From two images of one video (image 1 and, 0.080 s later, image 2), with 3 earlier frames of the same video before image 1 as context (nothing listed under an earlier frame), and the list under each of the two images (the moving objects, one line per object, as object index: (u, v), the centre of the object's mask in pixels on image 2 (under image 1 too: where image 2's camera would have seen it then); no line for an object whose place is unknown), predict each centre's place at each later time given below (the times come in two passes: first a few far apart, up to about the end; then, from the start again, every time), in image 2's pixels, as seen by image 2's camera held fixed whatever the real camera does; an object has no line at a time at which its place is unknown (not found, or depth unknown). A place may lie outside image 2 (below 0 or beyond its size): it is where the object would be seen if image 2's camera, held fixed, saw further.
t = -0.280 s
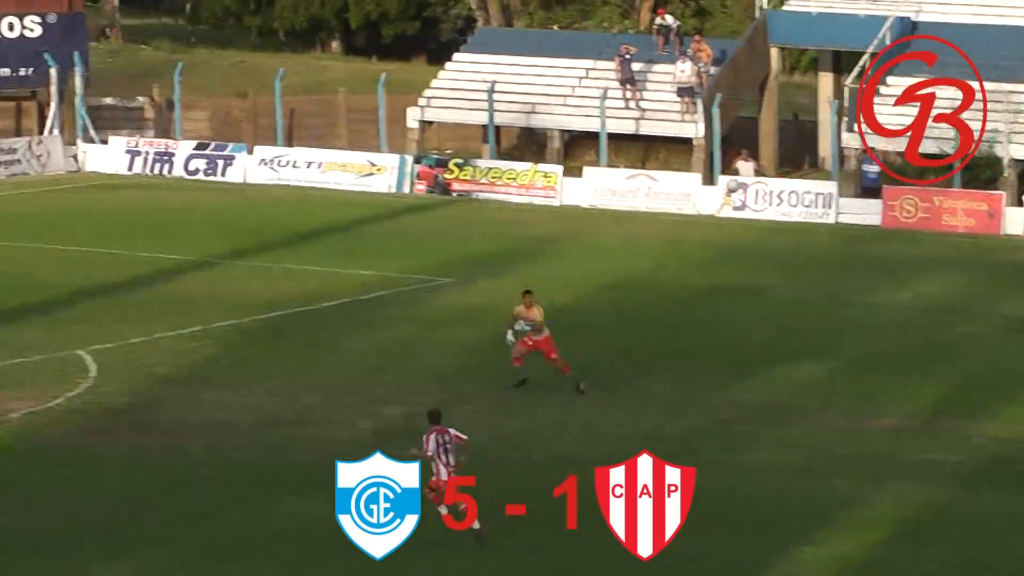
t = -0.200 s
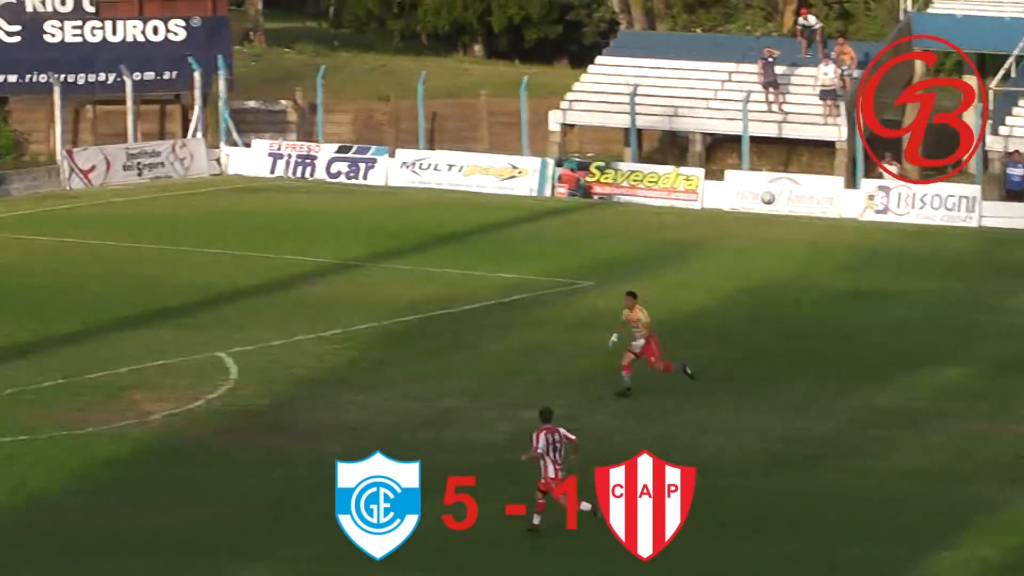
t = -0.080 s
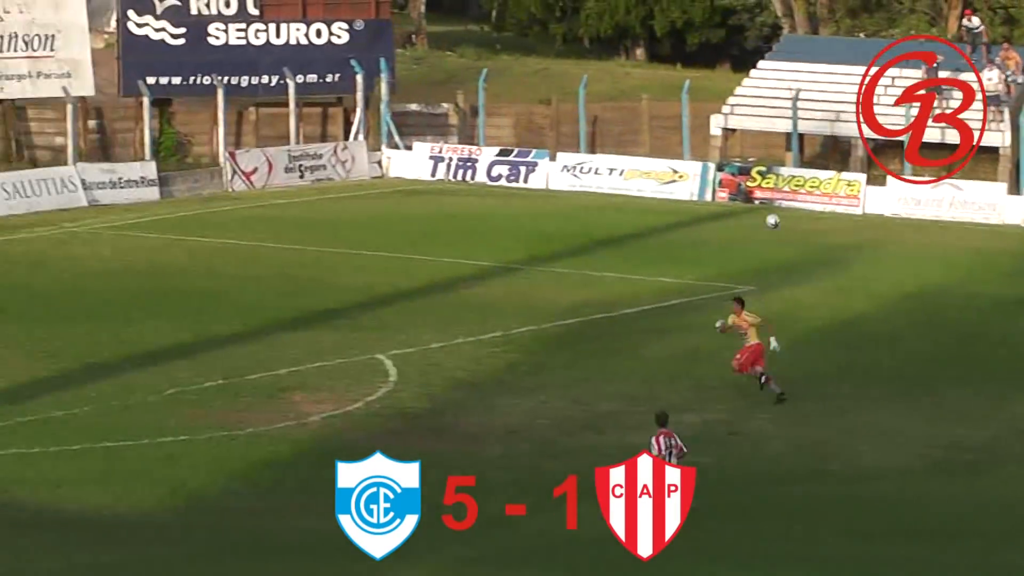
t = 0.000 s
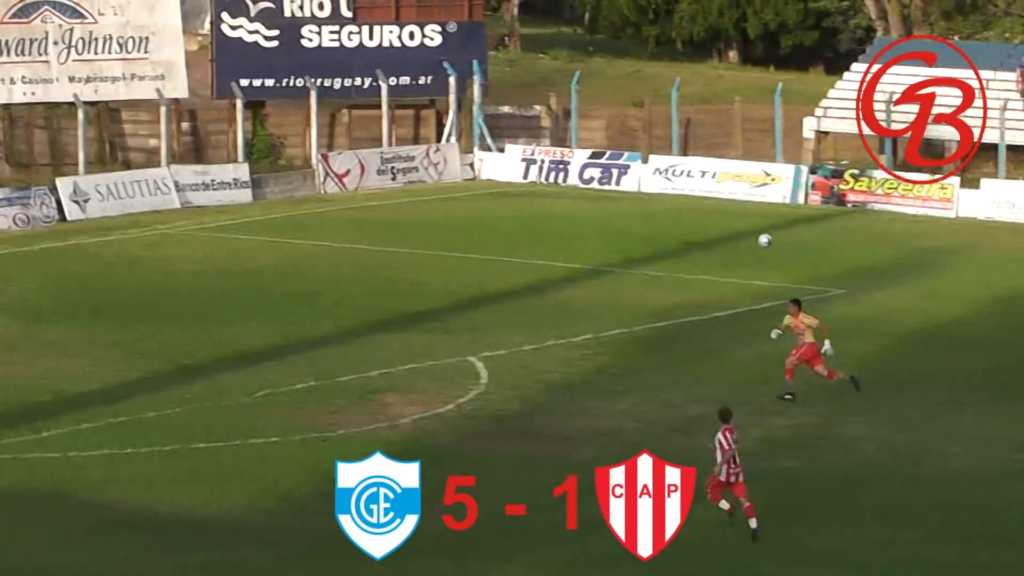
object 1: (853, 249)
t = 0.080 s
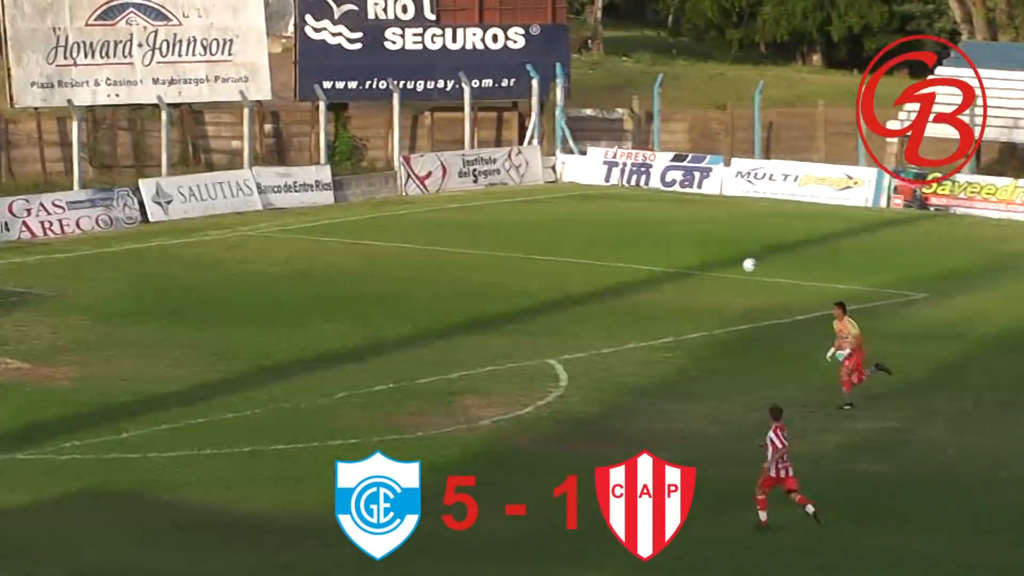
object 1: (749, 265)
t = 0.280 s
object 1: (518, 328)
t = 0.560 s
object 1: (310, 309)
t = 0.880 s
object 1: (142, 254)
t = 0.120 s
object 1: (700, 276)
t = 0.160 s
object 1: (653, 289)
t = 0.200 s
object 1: (607, 300)
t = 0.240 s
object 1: (563, 314)
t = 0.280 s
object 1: (518, 328)
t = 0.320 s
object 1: (476, 344)
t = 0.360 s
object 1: (435, 360)
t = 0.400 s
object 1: (399, 366)
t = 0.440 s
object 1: (377, 350)
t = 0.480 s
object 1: (355, 335)
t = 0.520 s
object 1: (332, 321)
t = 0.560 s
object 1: (310, 309)
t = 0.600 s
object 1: (288, 298)
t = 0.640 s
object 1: (267, 288)
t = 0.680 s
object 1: (246, 279)
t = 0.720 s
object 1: (225, 272)
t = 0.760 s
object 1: (203, 266)
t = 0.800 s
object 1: (183, 261)
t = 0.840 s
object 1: (162, 257)
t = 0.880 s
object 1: (142, 254)
